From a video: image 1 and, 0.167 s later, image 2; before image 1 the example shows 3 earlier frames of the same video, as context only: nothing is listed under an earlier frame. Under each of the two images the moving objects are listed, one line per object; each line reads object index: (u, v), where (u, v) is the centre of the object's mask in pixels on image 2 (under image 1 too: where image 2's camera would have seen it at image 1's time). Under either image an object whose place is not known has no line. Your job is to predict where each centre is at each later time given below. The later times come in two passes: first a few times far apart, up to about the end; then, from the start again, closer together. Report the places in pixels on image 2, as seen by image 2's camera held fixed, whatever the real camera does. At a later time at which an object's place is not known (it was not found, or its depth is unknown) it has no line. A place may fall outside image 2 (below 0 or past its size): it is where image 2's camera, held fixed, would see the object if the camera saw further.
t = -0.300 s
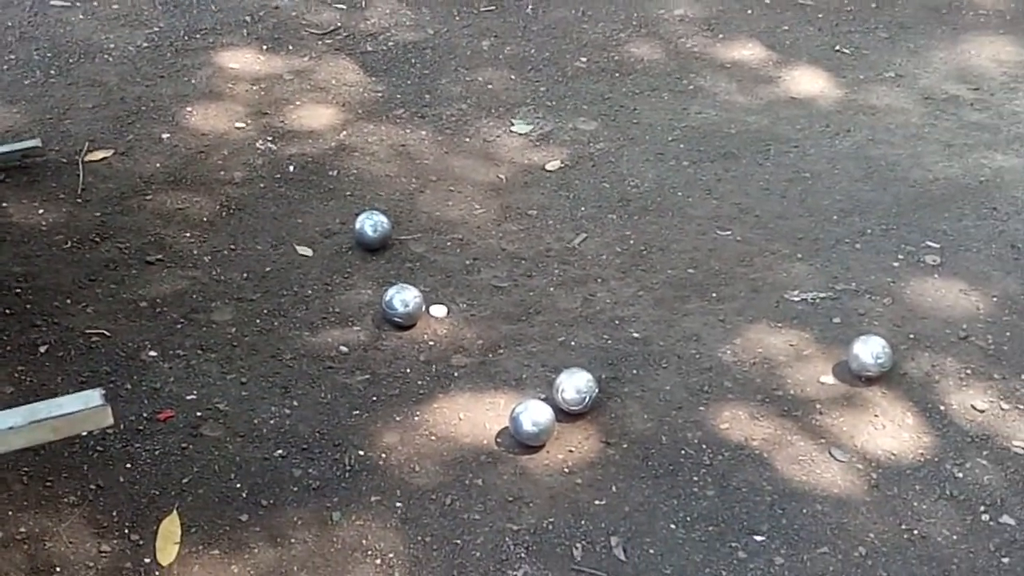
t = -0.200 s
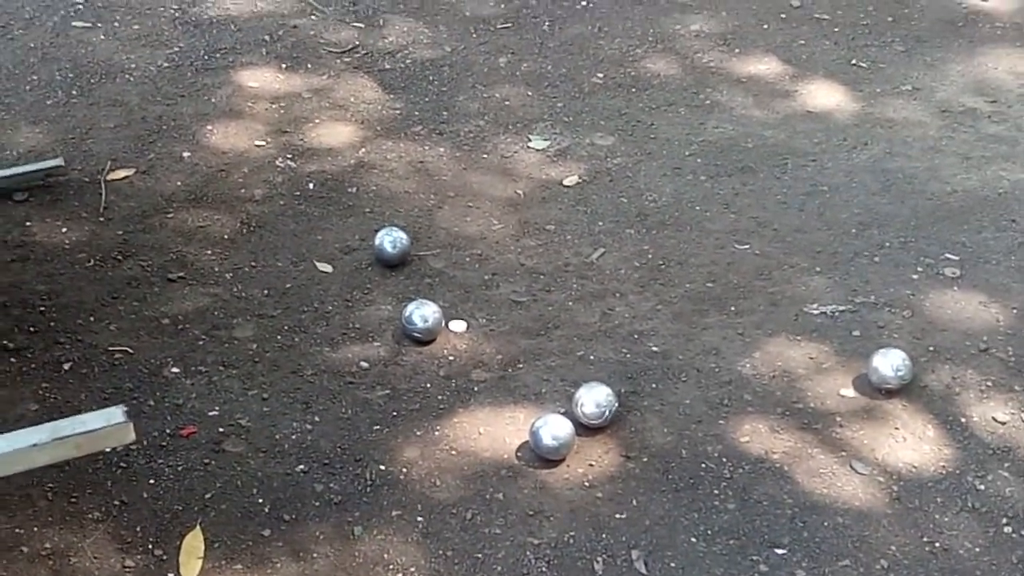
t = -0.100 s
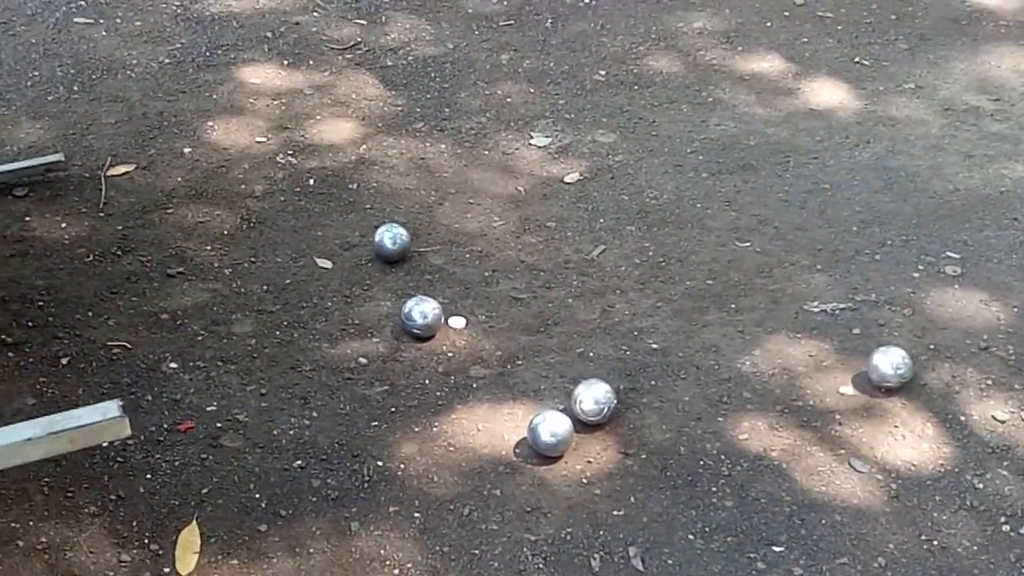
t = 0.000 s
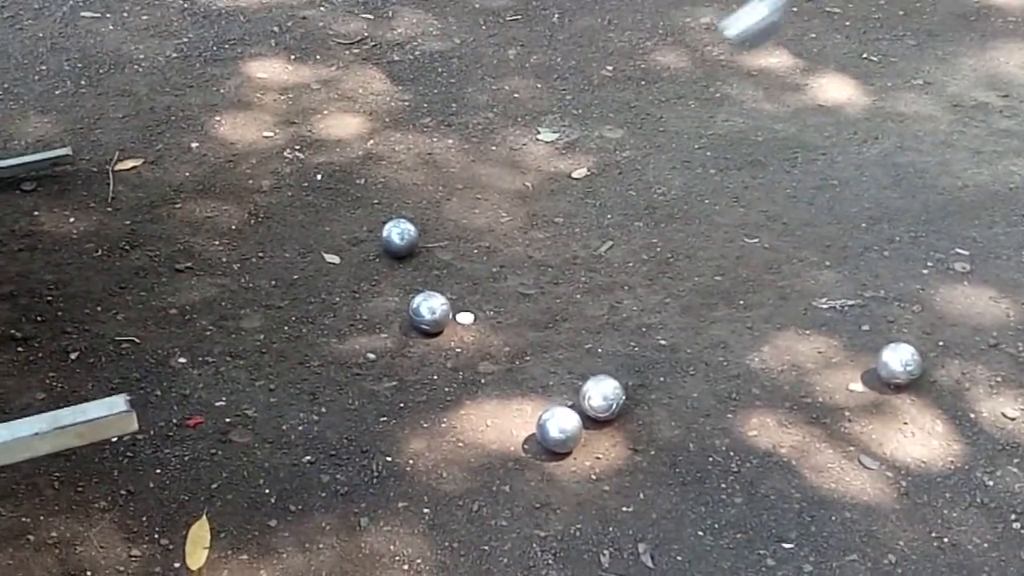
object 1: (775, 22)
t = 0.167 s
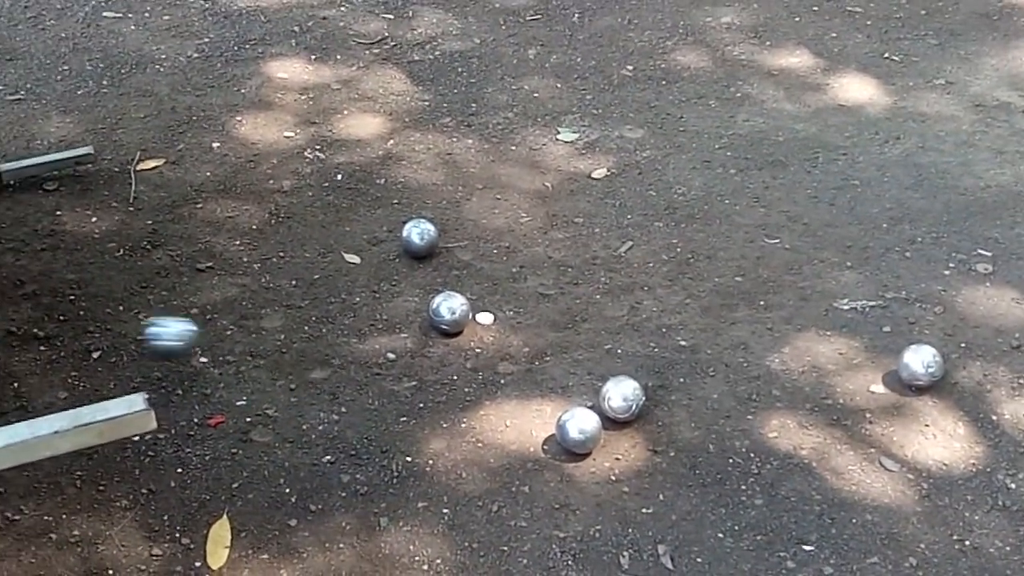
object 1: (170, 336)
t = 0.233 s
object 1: (-2, 329)
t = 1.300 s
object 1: (273, 241)
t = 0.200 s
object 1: (72, 331)
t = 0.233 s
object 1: (-2, 329)
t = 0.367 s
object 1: (12, 275)
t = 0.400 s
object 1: (40, 266)
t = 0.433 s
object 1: (75, 266)
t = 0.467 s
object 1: (110, 271)
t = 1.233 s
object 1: (276, 240)
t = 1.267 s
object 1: (275, 240)
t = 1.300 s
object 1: (273, 241)
